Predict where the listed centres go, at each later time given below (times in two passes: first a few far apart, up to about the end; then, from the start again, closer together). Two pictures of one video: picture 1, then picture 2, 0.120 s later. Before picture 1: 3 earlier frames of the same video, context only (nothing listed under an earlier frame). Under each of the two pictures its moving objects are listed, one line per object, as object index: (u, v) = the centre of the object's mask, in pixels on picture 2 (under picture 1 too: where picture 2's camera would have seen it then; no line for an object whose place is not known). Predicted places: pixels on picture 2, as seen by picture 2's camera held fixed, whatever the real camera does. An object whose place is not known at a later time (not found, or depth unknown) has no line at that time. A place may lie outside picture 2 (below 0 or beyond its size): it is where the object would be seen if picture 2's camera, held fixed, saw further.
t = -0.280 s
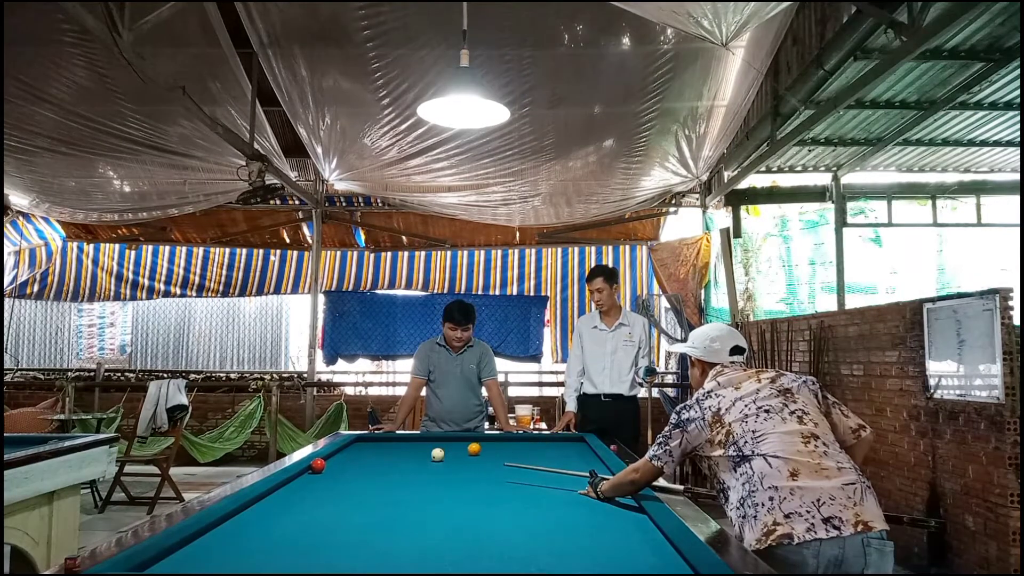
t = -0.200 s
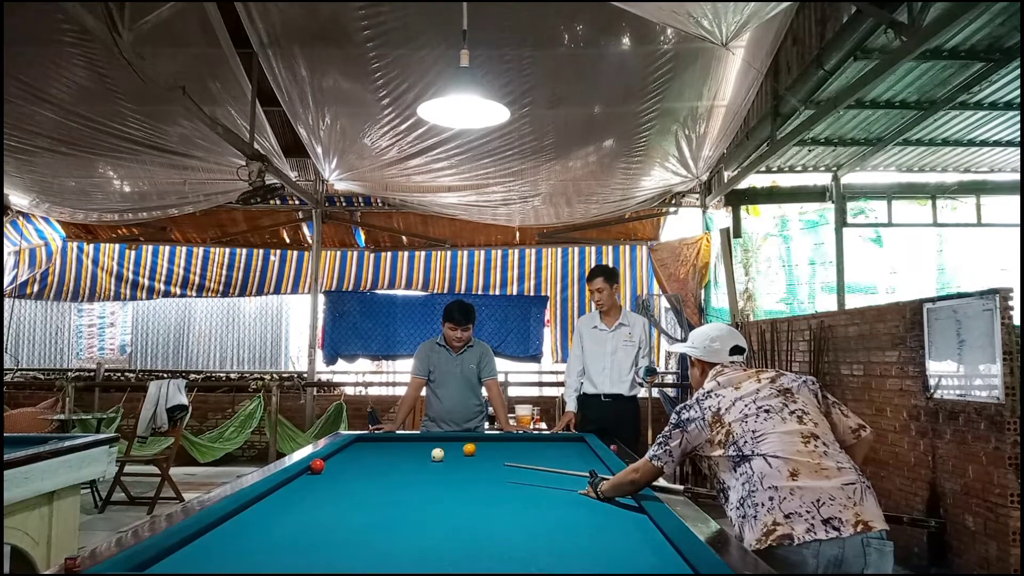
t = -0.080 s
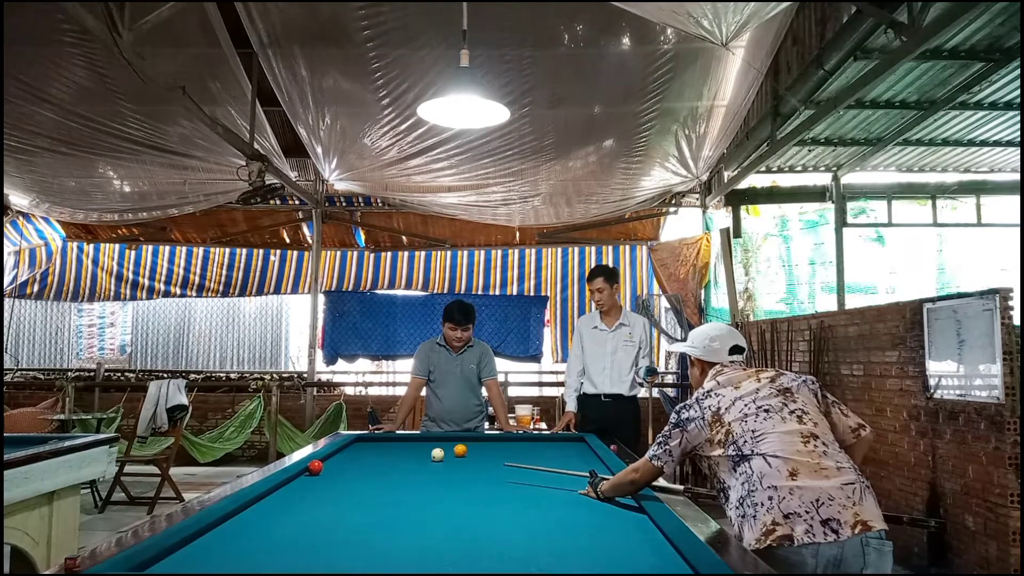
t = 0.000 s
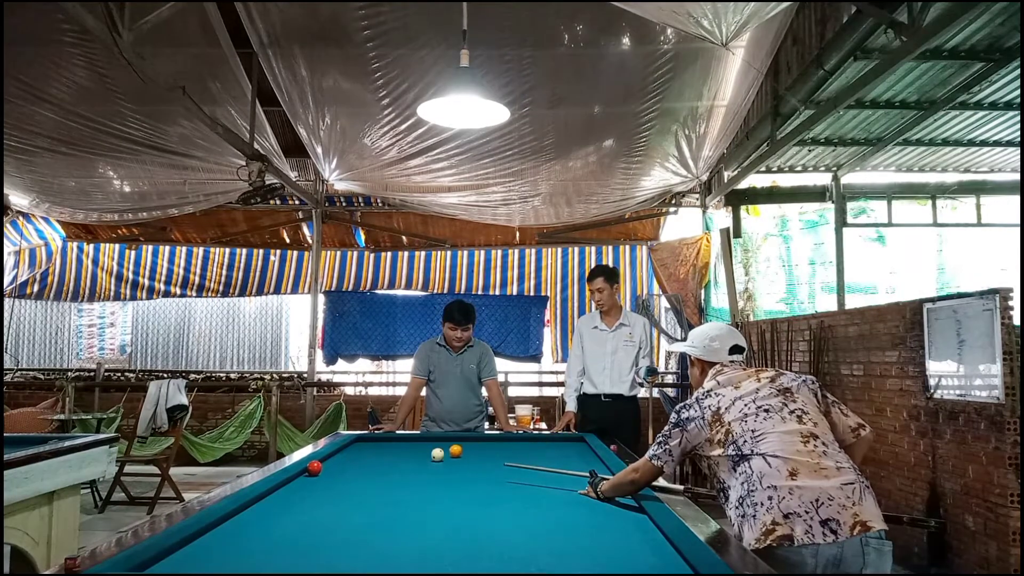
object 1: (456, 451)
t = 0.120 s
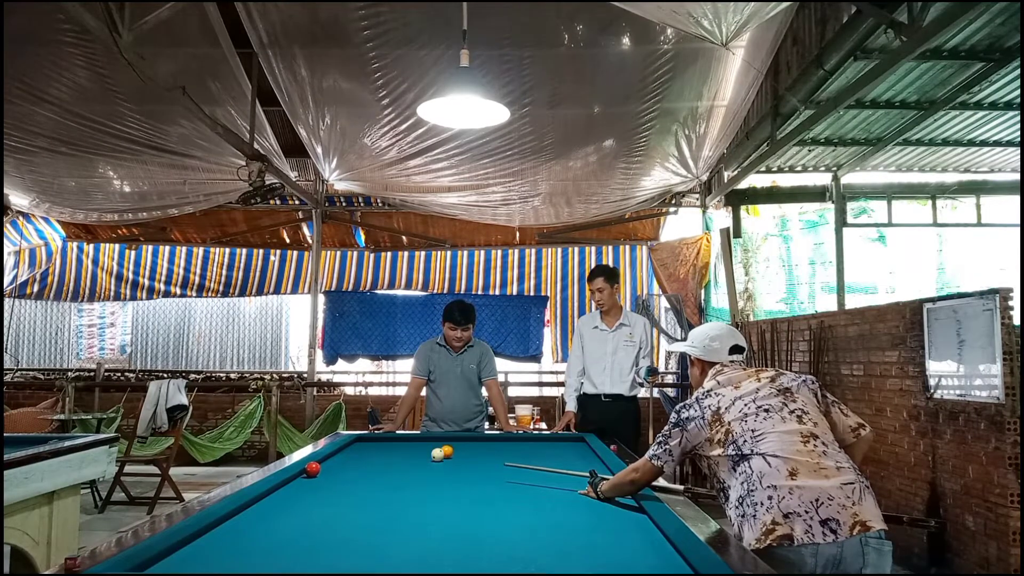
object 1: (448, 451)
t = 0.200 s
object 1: (444, 450)
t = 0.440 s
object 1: (425, 453)
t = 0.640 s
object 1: (412, 454)
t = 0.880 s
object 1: (397, 454)
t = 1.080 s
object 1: (384, 455)
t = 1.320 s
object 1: (370, 455)
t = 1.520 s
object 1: (358, 455)
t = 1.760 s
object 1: (344, 456)
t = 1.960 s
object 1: (333, 456)
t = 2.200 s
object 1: (336, 456)
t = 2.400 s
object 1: (342, 456)
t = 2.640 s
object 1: (348, 456)
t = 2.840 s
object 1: (352, 456)
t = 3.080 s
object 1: (358, 456)
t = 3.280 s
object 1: (362, 456)
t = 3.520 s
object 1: (367, 456)
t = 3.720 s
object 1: (369, 456)
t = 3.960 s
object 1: (373, 455)
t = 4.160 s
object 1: (374, 455)
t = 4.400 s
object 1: (376, 455)
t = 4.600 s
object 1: (378, 455)
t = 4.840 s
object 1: (379, 454)
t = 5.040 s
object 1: (379, 454)
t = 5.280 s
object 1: (379, 454)
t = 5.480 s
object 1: (379, 454)
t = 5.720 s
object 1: (380, 454)
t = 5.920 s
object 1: (380, 454)
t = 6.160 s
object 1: (380, 454)
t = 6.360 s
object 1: (380, 454)
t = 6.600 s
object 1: (380, 454)
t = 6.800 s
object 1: (380, 454)
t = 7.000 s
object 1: (380, 454)
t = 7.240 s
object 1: (380, 454)
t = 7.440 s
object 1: (380, 454)
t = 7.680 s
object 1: (380, 454)
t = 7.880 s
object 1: (380, 454)
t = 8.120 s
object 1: (380, 454)
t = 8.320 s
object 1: (380, 454)
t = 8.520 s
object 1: (380, 454)
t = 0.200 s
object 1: (444, 450)
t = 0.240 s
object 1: (443, 450)
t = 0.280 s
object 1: (432, 449)
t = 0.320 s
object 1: (430, 451)
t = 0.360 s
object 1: (428, 452)
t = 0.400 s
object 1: (427, 452)
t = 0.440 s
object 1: (425, 453)
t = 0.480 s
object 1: (421, 453)
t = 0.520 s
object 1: (419, 453)
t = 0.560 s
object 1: (416, 453)
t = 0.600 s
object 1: (414, 454)
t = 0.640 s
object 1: (412, 454)
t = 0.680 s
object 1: (410, 454)
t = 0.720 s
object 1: (406, 454)
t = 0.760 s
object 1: (404, 454)
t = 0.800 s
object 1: (401, 454)
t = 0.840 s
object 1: (399, 454)
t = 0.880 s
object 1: (397, 454)
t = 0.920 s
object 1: (393, 454)
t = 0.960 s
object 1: (391, 454)
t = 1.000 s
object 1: (388, 454)
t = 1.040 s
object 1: (386, 454)
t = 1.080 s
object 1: (384, 455)
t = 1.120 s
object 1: (382, 455)
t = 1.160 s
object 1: (378, 455)
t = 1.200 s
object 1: (376, 455)
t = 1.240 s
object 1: (374, 455)
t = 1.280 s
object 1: (372, 455)
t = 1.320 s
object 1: (370, 455)
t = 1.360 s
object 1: (366, 455)
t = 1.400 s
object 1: (364, 455)
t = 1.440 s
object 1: (362, 455)
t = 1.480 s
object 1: (360, 455)
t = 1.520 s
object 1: (358, 455)
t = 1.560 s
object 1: (354, 455)
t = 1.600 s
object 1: (352, 455)
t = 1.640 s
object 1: (350, 456)
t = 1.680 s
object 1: (348, 456)
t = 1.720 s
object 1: (346, 456)
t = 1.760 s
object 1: (344, 456)
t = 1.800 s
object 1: (340, 456)
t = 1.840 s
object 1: (339, 456)
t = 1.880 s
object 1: (337, 456)
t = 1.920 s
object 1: (335, 456)
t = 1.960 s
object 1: (333, 456)
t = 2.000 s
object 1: (332, 456)
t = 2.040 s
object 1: (333, 456)
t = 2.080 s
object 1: (334, 456)
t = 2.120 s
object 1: (335, 456)
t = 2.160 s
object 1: (336, 456)
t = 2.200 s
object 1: (336, 456)
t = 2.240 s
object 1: (338, 456)
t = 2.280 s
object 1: (339, 456)
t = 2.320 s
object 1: (340, 456)
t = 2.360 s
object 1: (341, 456)
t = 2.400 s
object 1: (342, 456)
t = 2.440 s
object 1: (344, 456)
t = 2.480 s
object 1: (344, 456)
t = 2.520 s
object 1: (345, 456)
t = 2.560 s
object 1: (346, 456)
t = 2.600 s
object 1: (347, 456)
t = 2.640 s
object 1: (348, 456)
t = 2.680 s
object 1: (349, 456)
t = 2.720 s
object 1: (350, 456)
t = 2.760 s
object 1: (351, 456)
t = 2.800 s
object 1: (352, 456)
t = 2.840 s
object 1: (352, 456)
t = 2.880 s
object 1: (354, 456)
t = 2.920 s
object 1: (355, 456)
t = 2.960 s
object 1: (355, 456)
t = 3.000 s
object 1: (356, 456)
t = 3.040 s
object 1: (357, 456)
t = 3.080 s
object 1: (358, 456)
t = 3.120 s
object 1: (359, 456)
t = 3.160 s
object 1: (360, 456)
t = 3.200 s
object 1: (360, 456)
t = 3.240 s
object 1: (361, 456)
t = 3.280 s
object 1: (362, 456)
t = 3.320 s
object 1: (363, 456)
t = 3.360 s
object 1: (364, 456)
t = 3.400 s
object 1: (364, 456)
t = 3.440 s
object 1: (365, 456)
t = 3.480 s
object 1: (365, 456)
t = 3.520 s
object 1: (367, 456)
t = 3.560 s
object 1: (367, 456)
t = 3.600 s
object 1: (368, 456)
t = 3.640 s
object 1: (368, 456)
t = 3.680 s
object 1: (369, 456)
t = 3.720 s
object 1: (369, 456)
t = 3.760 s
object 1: (370, 456)
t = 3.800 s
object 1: (371, 455)
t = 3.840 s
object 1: (371, 456)
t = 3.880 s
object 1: (371, 456)
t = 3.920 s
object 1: (372, 455)
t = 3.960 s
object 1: (373, 455)
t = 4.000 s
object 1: (373, 455)
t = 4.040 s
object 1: (373, 455)
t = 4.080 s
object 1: (374, 455)
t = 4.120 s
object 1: (374, 455)
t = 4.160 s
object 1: (374, 455)
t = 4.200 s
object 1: (375, 455)
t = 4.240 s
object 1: (376, 455)
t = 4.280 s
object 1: (376, 455)
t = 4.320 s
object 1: (376, 455)
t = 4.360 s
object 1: (376, 455)
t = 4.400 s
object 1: (376, 455)
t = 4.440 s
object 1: (377, 455)
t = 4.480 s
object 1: (377, 455)
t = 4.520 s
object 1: (377, 455)
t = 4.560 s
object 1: (377, 455)
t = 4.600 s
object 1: (378, 455)
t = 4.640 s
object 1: (378, 455)
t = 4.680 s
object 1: (378, 455)
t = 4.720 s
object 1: (378, 454)
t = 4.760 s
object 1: (378, 454)
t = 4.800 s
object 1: (378, 454)
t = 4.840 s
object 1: (379, 454)
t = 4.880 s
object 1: (379, 454)
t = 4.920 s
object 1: (379, 454)
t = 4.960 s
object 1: (379, 454)
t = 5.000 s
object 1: (379, 454)
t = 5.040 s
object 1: (379, 454)
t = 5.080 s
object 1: (379, 454)
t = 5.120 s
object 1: (379, 454)
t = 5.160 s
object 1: (379, 454)
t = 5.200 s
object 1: (379, 454)
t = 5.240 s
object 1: (379, 454)
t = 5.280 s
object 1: (379, 454)
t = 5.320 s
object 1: (379, 454)
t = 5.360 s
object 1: (379, 454)
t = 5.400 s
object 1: (379, 454)
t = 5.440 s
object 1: (379, 454)
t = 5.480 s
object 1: (379, 454)
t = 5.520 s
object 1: (379, 454)
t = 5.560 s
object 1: (379, 454)
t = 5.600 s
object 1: (379, 454)
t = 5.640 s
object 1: (380, 454)
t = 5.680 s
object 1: (380, 454)
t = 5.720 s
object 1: (380, 454)
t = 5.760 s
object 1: (380, 454)
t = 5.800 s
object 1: (380, 454)
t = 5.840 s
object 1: (380, 454)
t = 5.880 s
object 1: (380, 454)
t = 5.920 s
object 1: (380, 454)
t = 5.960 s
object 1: (380, 454)
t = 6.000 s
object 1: (380, 454)
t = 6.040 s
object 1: (380, 454)
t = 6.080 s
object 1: (380, 454)
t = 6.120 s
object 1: (380, 454)
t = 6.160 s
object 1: (380, 454)
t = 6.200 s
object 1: (380, 454)
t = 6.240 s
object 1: (380, 454)
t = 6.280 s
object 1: (380, 454)
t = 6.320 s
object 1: (380, 454)
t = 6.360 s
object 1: (380, 454)
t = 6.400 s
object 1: (380, 454)
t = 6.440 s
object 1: (380, 454)
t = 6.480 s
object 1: (380, 454)
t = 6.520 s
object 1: (380, 454)
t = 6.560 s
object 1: (380, 454)
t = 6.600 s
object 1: (380, 454)
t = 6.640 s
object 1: (380, 454)
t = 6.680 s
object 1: (380, 454)
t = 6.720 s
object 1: (380, 454)
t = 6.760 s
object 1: (380, 454)
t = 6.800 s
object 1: (380, 454)
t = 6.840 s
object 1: (380, 454)
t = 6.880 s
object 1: (380, 454)
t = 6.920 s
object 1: (380, 454)
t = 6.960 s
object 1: (380, 454)
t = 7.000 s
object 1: (380, 454)
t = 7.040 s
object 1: (380, 454)
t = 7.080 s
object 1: (380, 454)
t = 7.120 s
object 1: (380, 454)
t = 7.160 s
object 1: (380, 454)
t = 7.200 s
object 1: (380, 454)
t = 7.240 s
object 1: (380, 454)
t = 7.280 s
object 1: (380, 454)
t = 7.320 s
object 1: (380, 454)
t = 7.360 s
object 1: (380, 454)
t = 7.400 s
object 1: (380, 454)
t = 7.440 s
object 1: (380, 454)
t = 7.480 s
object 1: (380, 454)
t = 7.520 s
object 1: (380, 454)
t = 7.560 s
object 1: (380, 454)
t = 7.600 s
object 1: (380, 454)
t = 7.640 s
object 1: (380, 454)
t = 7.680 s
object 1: (380, 454)
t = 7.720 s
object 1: (380, 454)
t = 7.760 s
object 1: (380, 454)
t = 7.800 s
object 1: (380, 454)
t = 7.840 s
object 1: (380, 454)
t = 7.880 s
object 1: (380, 454)
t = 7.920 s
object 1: (380, 454)
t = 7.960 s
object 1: (380, 454)
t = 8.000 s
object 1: (380, 454)
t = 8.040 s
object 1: (380, 454)
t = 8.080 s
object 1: (380, 454)
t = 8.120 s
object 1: (380, 454)
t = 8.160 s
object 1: (380, 454)
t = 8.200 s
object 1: (380, 454)
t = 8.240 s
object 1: (380, 454)
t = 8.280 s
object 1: (380, 454)
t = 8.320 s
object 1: (380, 454)
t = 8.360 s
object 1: (380, 454)
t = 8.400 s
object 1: (380, 454)
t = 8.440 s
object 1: (380, 454)
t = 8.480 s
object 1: (380, 454)
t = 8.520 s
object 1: (380, 454)
